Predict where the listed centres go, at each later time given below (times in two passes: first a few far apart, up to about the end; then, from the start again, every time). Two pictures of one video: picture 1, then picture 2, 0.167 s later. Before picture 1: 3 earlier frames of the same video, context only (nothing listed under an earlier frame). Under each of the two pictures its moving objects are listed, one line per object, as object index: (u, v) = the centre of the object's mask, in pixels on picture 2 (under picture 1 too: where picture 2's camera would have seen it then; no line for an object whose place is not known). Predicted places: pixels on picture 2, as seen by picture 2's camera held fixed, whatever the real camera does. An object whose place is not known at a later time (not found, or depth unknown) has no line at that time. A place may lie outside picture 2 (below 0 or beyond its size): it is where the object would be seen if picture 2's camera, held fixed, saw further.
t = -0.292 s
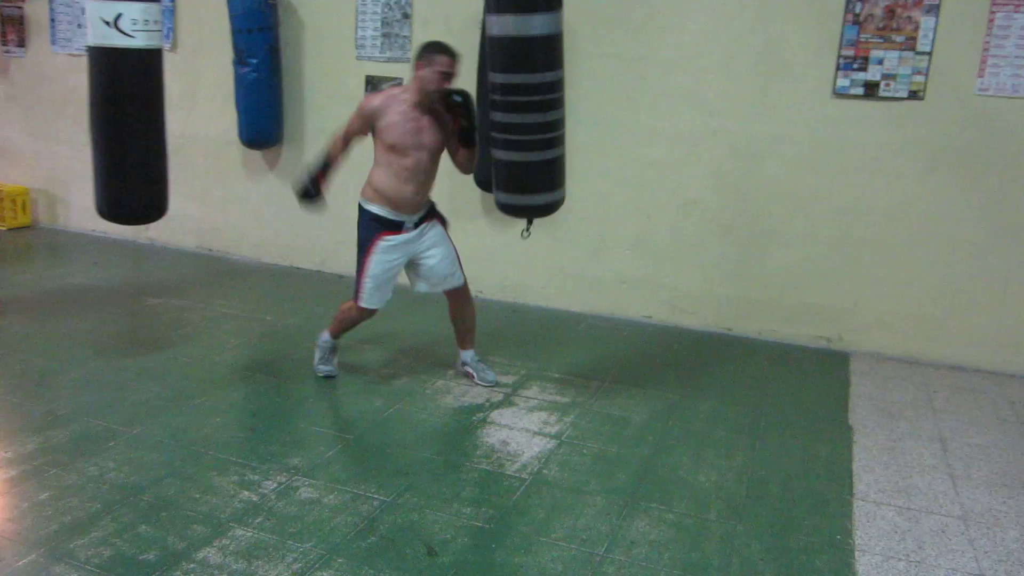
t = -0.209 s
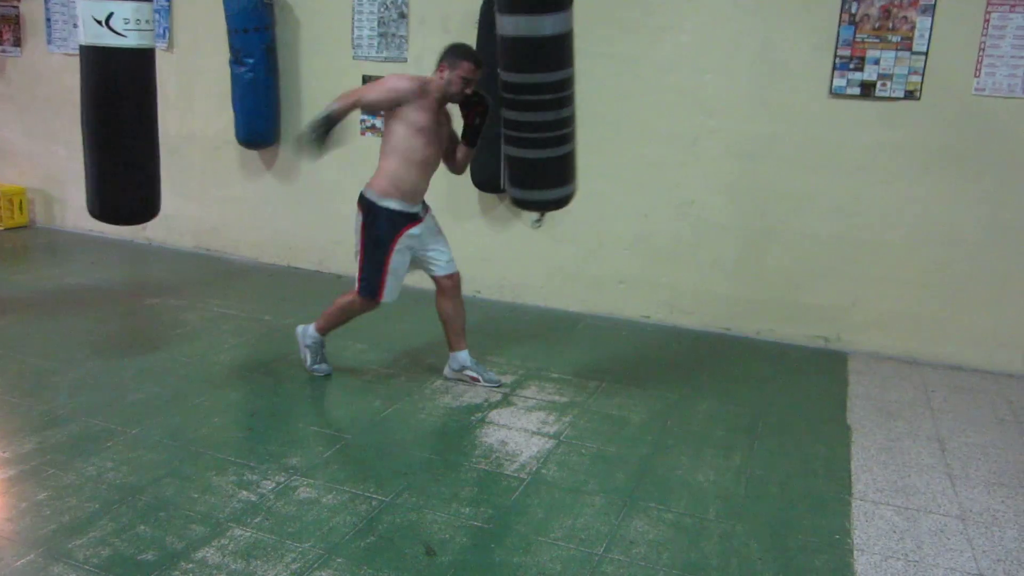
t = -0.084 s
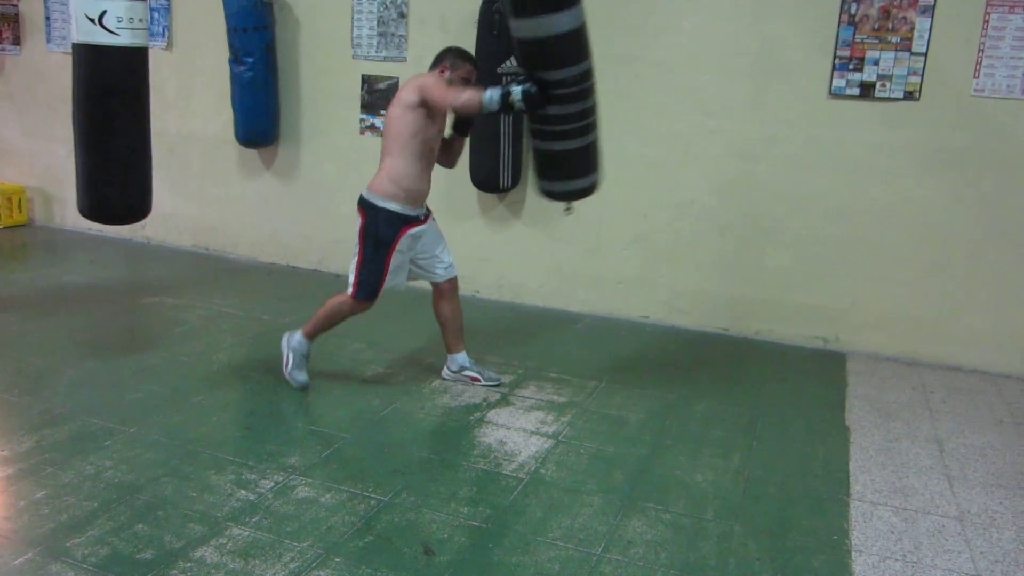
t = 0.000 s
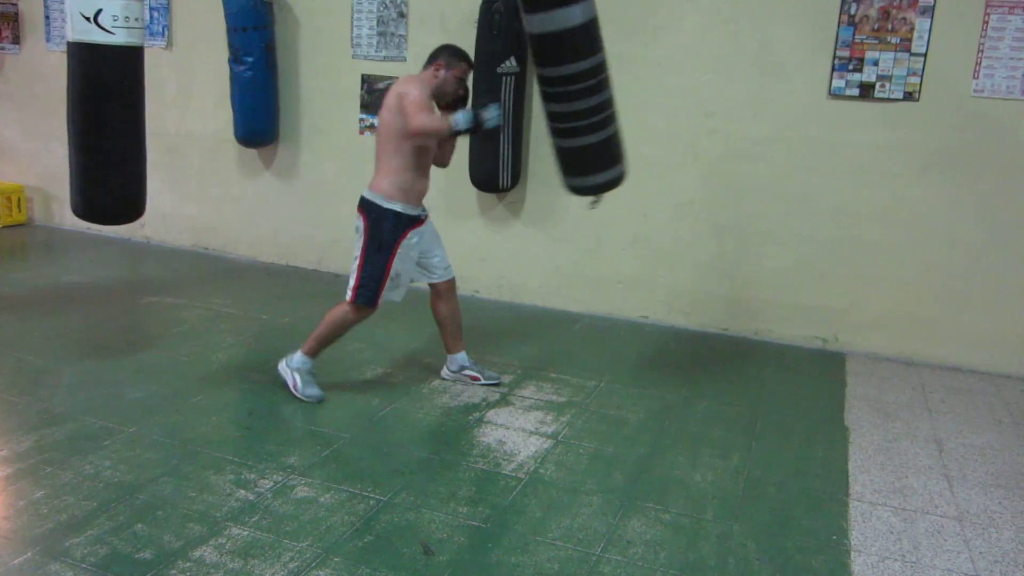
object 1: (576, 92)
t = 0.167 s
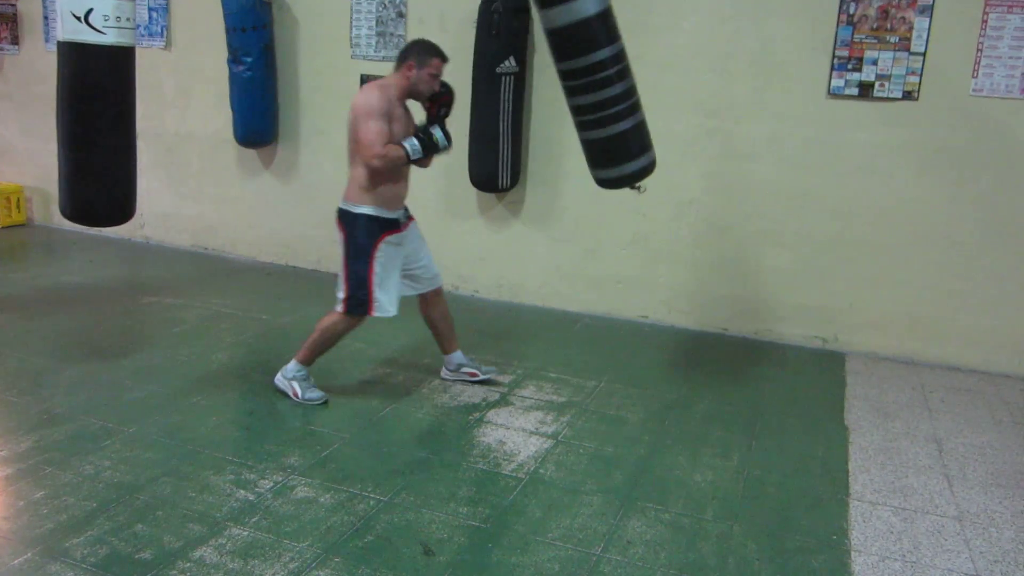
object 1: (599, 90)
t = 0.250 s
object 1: (605, 90)
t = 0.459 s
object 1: (599, 93)
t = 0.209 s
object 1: (603, 90)
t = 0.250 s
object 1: (605, 90)
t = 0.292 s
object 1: (606, 91)
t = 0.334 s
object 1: (606, 92)
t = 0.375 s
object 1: (605, 92)
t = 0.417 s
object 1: (602, 92)
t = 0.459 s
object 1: (599, 93)
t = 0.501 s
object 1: (596, 94)
